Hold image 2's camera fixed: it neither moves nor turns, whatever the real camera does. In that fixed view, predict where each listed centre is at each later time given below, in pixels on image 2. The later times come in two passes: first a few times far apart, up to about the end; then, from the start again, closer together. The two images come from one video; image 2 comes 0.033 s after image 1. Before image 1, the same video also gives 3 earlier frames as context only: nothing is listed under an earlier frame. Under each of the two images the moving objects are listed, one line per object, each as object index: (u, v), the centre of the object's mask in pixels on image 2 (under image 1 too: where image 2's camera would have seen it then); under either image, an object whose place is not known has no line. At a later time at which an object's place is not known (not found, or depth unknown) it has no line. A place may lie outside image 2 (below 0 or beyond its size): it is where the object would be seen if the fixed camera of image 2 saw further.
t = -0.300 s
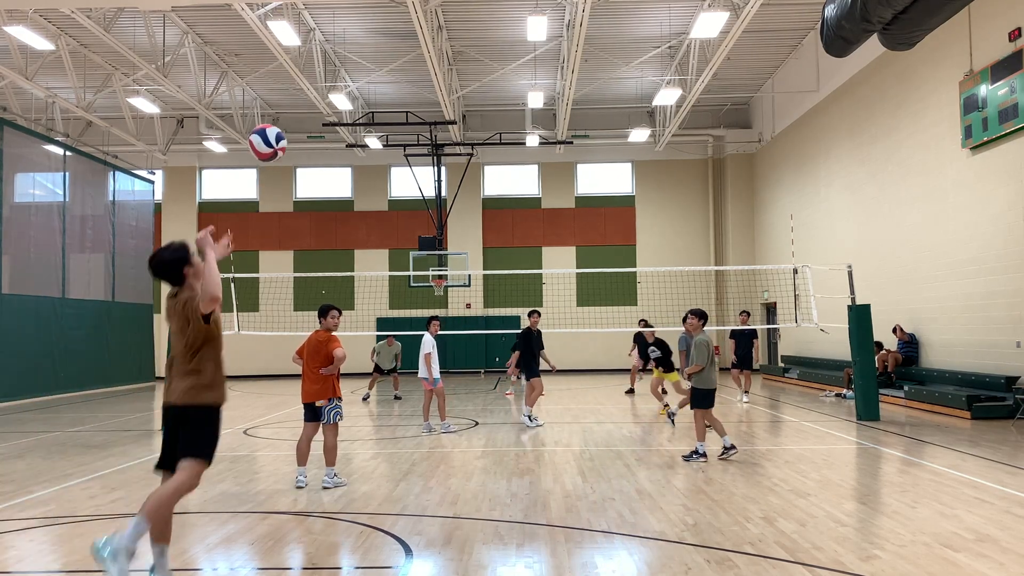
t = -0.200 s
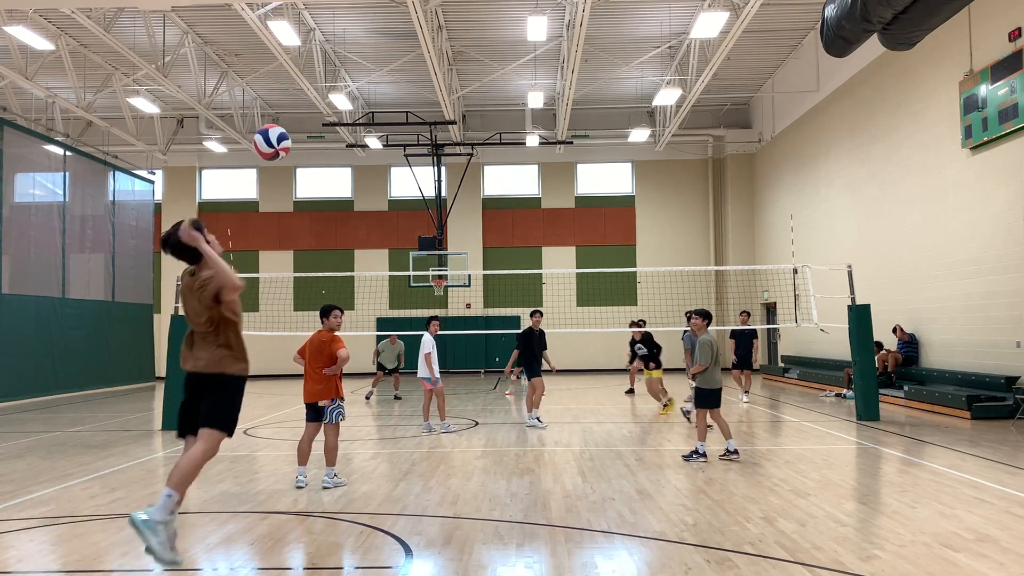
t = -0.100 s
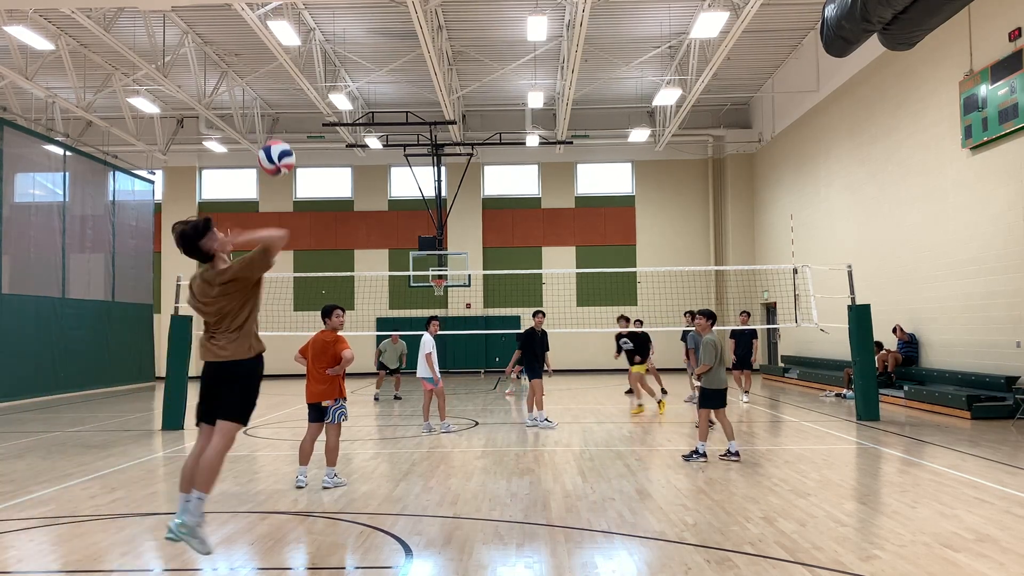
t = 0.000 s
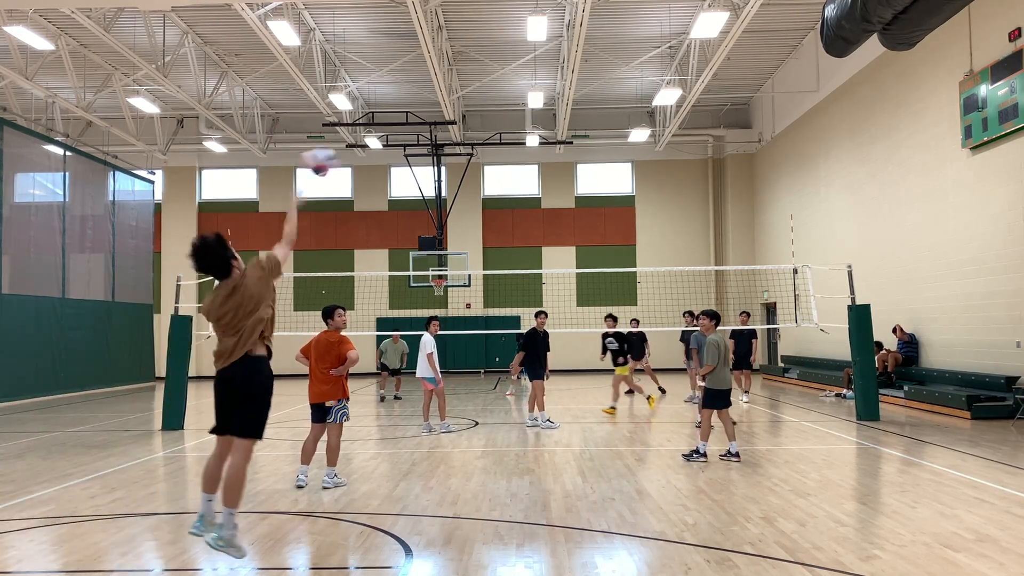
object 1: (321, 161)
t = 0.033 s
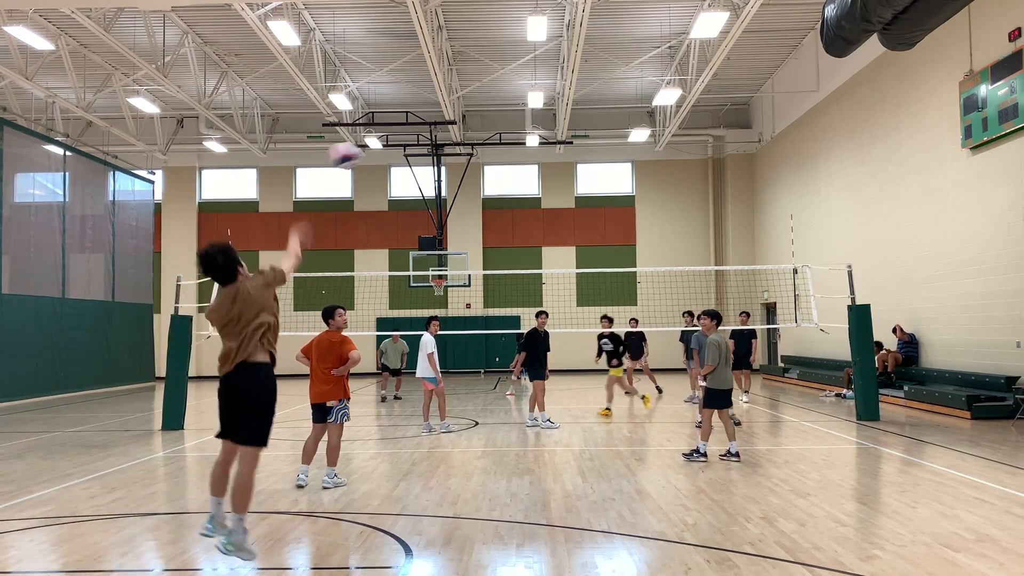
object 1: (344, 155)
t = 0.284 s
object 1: (452, 159)
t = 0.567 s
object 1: (503, 203)
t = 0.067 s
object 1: (366, 154)
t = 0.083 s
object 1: (377, 152)
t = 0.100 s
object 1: (386, 150)
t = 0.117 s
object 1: (393, 150)
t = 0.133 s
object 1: (401, 149)
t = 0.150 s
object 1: (408, 149)
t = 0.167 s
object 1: (415, 150)
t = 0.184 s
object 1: (421, 152)
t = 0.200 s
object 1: (428, 152)
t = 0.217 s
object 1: (433, 153)
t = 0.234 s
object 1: (438, 154)
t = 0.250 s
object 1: (443, 156)
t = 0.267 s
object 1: (447, 156)
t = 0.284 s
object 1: (452, 159)
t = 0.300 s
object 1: (458, 161)
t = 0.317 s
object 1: (461, 163)
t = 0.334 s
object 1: (465, 165)
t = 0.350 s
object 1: (469, 167)
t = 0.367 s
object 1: (472, 169)
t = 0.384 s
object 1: (475, 173)
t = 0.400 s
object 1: (477, 175)
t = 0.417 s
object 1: (480, 178)
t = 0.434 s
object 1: (483, 181)
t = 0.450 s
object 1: (486, 184)
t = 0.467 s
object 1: (489, 187)
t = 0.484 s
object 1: (491, 190)
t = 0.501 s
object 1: (494, 193)
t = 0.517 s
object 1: (496, 195)
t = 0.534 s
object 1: (498, 199)
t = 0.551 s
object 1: (500, 201)
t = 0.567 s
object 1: (503, 203)
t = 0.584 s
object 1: (504, 206)
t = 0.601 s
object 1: (506, 210)
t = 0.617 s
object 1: (508, 213)
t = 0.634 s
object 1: (510, 216)
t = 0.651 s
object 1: (512, 220)
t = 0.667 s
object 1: (513, 224)
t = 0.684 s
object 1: (515, 227)
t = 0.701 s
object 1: (516, 230)
